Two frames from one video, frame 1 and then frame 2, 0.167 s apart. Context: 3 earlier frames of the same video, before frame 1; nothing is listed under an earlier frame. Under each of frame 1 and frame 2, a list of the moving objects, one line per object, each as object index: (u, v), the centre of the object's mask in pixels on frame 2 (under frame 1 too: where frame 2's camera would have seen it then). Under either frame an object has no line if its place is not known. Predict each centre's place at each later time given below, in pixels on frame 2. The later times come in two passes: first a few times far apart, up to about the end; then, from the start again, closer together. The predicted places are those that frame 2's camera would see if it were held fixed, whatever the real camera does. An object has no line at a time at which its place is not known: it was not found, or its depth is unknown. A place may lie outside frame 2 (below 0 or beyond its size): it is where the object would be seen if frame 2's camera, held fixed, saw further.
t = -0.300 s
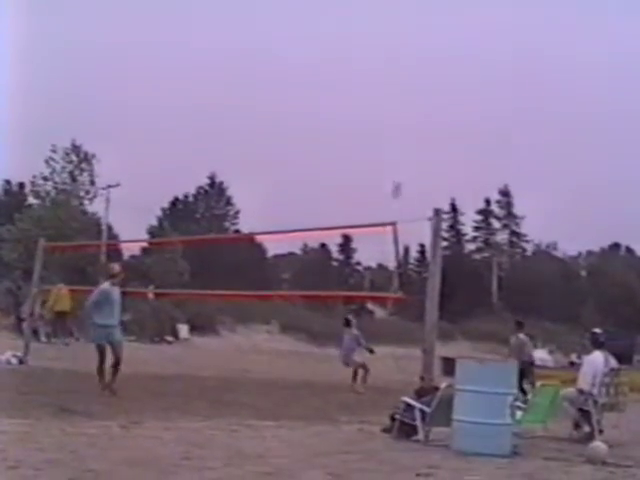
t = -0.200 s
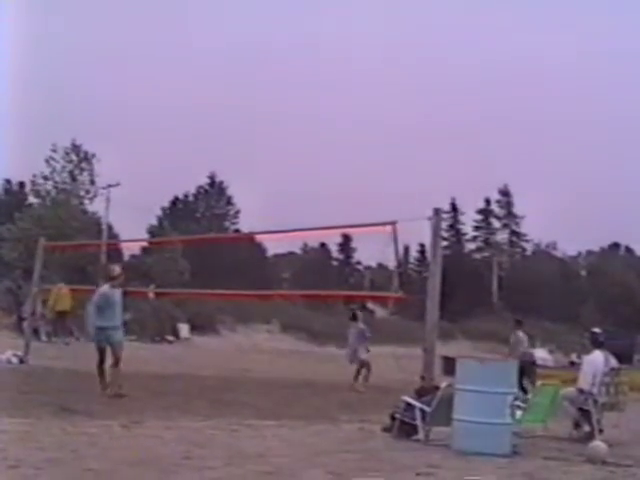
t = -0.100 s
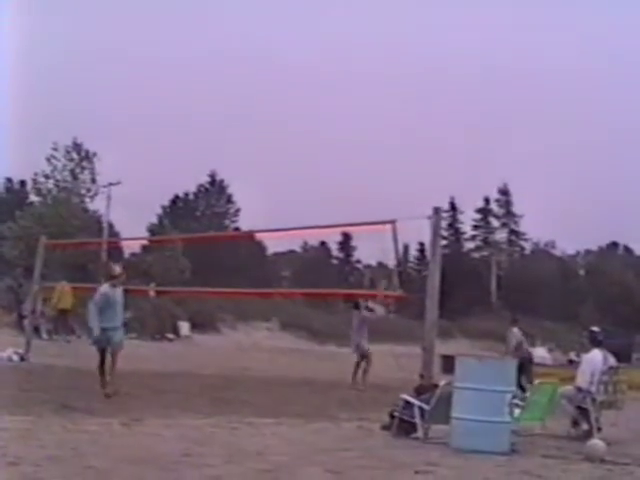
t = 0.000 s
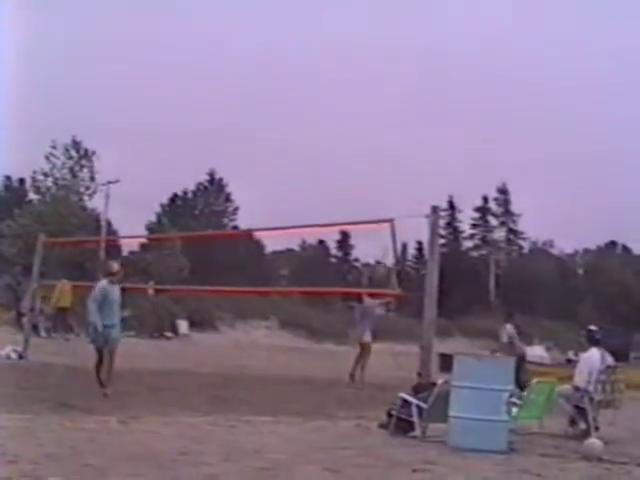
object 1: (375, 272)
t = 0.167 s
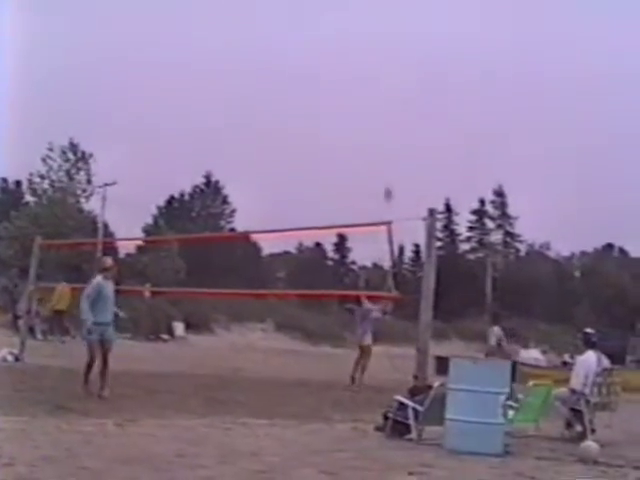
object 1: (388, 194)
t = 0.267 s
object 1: (391, 154)
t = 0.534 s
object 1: (400, 75)
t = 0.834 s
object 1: (406, 31)
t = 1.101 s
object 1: (408, 32)
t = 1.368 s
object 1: (405, 75)
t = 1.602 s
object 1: (403, 153)
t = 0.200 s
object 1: (389, 180)
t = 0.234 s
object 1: (391, 166)
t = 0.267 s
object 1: (391, 154)
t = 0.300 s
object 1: (393, 142)
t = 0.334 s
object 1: (394, 130)
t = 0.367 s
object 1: (396, 120)
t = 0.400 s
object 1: (396, 109)
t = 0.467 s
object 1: (398, 91)
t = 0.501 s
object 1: (400, 82)
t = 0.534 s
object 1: (400, 75)
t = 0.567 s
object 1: (401, 67)
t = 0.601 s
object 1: (401, 60)
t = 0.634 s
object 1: (403, 54)
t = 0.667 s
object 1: (404, 49)
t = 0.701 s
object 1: (404, 45)
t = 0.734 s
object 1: (404, 40)
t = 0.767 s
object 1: (405, 37)
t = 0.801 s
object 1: (405, 34)
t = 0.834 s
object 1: (406, 31)
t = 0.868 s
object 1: (406, 29)
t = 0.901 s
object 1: (406, 28)
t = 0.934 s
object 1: (407, 27)
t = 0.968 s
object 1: (407, 26)
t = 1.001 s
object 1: (406, 27)
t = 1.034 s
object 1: (407, 28)
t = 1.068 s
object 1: (407, 30)
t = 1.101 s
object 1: (408, 32)
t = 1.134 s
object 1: (407, 35)
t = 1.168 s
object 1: (407, 39)
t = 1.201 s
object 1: (408, 43)
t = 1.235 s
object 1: (407, 48)
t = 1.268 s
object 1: (407, 54)
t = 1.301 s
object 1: (407, 60)
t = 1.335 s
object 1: (406, 67)
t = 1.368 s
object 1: (405, 75)
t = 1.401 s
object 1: (405, 83)
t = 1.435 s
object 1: (406, 93)
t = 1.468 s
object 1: (405, 103)
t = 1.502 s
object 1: (405, 114)
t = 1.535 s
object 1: (404, 126)
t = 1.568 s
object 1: (403, 138)
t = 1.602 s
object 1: (403, 153)
